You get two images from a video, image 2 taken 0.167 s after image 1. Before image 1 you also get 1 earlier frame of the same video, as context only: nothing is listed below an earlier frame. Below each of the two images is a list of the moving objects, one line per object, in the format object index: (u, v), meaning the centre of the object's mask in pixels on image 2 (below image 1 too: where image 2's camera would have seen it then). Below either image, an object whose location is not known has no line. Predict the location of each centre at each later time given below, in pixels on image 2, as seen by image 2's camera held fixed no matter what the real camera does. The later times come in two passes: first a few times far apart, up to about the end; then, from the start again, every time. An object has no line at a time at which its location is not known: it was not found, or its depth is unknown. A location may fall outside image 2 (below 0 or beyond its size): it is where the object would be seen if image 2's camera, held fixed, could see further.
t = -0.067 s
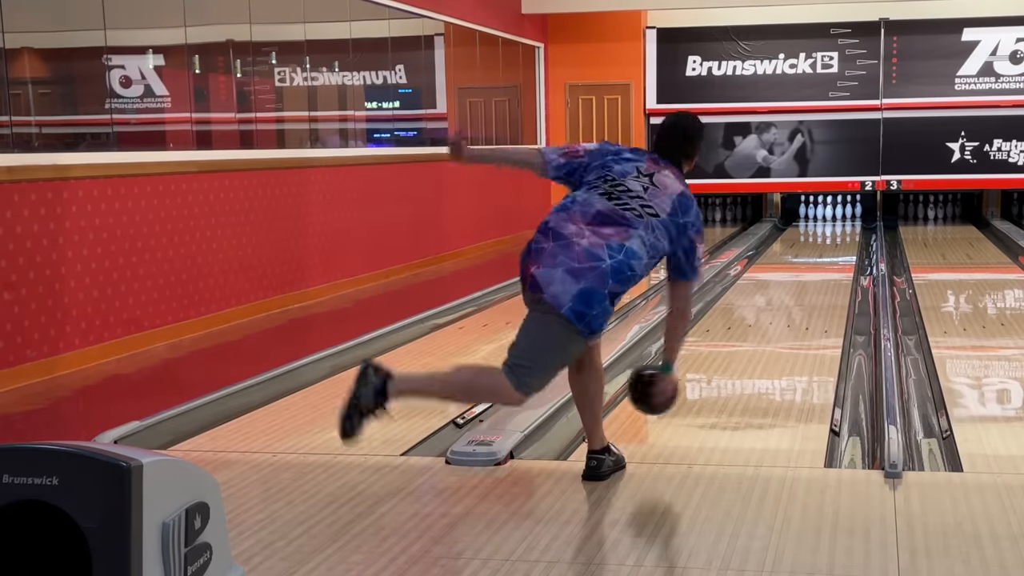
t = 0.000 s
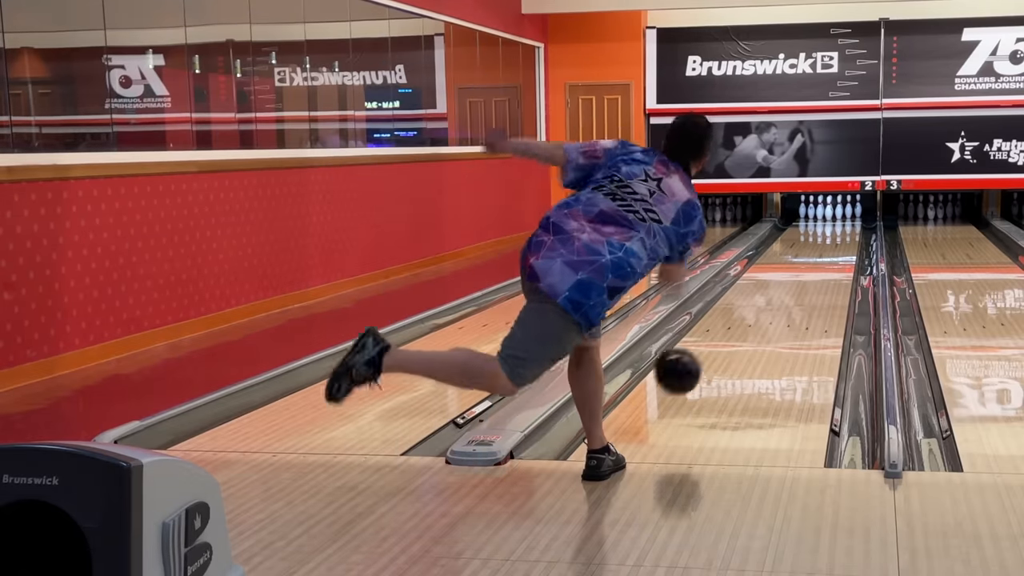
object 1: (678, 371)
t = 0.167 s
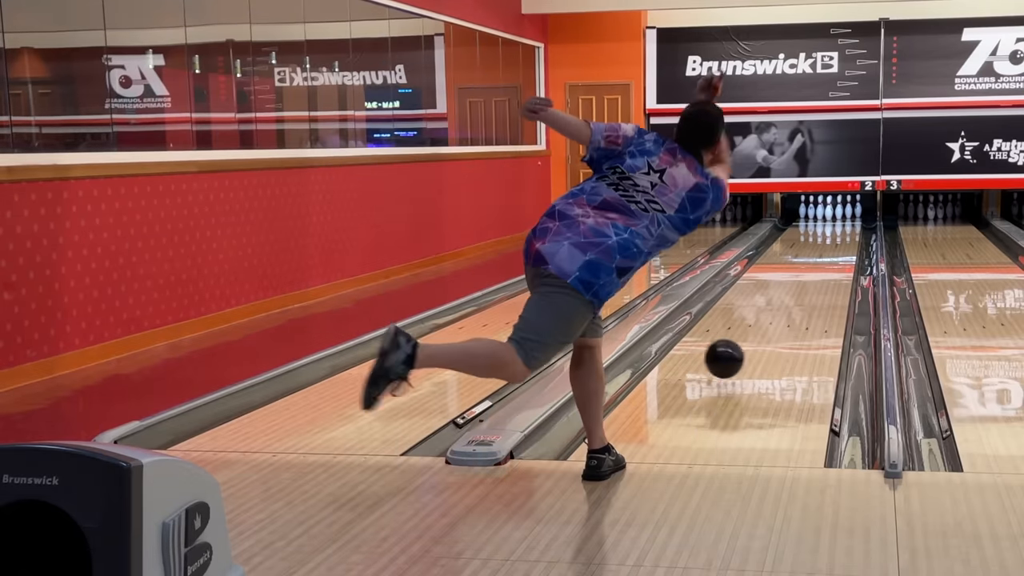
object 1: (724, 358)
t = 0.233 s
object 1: (738, 350)
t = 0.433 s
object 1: (772, 319)
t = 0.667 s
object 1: (800, 291)
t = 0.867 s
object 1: (816, 273)
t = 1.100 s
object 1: (830, 257)
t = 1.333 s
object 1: (840, 245)
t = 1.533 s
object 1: (845, 236)
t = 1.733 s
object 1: (847, 228)
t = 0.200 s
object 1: (732, 358)
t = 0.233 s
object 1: (738, 350)
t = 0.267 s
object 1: (745, 345)
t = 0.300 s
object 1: (751, 339)
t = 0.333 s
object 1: (757, 333)
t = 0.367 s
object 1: (762, 328)
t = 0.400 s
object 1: (768, 323)
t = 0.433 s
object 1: (772, 319)
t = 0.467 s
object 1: (777, 314)
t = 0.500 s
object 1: (781, 310)
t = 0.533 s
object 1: (785, 306)
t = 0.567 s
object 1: (789, 302)
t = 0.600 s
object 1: (793, 298)
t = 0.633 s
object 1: (796, 294)
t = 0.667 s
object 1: (800, 291)
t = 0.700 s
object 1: (803, 288)
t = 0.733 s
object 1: (806, 285)
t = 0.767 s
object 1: (808, 281)
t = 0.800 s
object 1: (811, 278)
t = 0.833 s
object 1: (814, 276)
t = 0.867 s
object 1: (816, 273)
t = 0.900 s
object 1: (818, 271)
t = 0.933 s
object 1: (820, 268)
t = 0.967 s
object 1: (823, 266)
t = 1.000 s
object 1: (825, 263)
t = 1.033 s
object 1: (826, 261)
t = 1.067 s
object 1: (828, 259)
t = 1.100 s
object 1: (830, 257)
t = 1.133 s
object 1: (831, 255)
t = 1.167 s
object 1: (833, 253)
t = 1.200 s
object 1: (835, 251)
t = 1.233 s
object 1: (836, 249)
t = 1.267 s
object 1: (837, 248)
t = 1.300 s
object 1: (838, 246)
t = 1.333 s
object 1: (840, 245)
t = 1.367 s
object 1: (841, 243)
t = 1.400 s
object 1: (842, 242)
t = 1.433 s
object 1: (843, 240)
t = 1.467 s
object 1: (844, 238)
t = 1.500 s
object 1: (844, 237)
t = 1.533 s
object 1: (845, 236)
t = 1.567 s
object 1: (846, 234)
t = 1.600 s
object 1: (846, 233)
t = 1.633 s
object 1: (846, 232)
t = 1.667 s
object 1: (847, 231)
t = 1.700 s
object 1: (847, 230)
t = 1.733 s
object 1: (847, 228)
